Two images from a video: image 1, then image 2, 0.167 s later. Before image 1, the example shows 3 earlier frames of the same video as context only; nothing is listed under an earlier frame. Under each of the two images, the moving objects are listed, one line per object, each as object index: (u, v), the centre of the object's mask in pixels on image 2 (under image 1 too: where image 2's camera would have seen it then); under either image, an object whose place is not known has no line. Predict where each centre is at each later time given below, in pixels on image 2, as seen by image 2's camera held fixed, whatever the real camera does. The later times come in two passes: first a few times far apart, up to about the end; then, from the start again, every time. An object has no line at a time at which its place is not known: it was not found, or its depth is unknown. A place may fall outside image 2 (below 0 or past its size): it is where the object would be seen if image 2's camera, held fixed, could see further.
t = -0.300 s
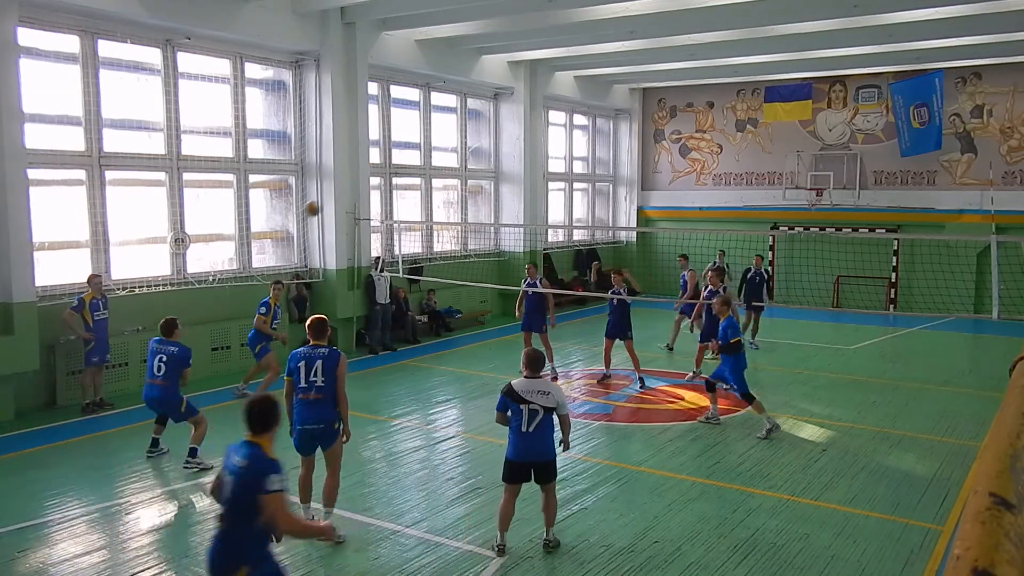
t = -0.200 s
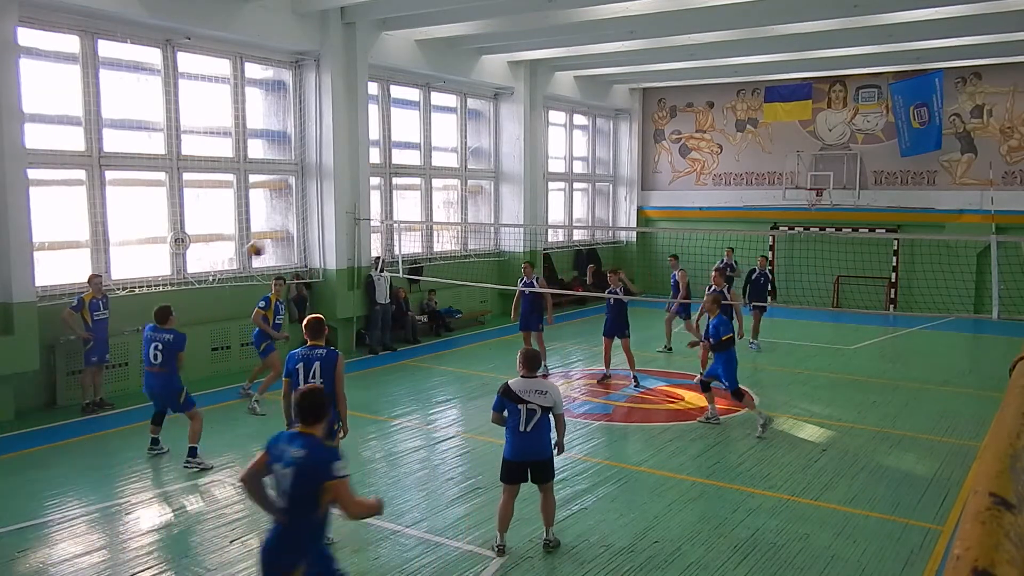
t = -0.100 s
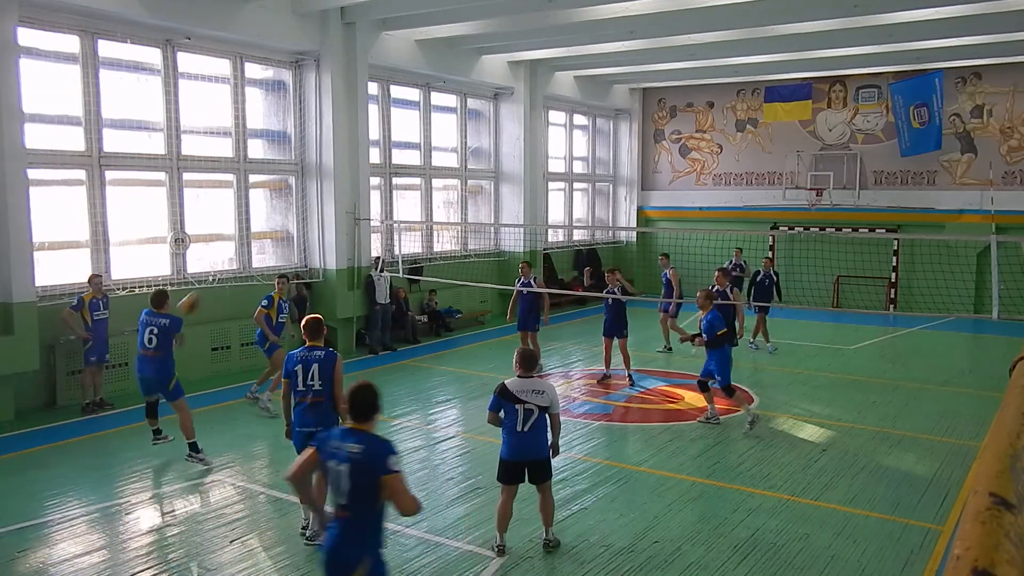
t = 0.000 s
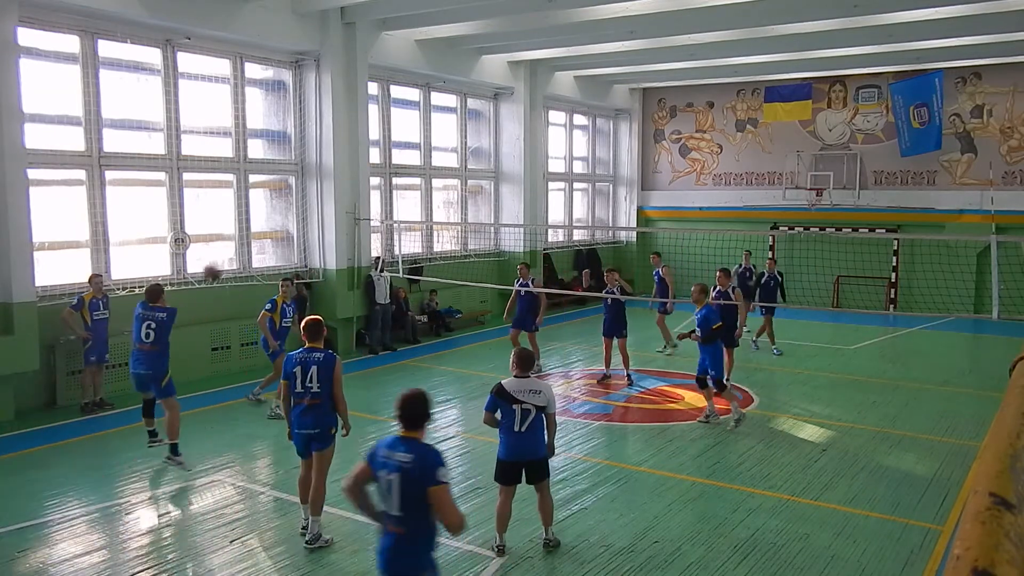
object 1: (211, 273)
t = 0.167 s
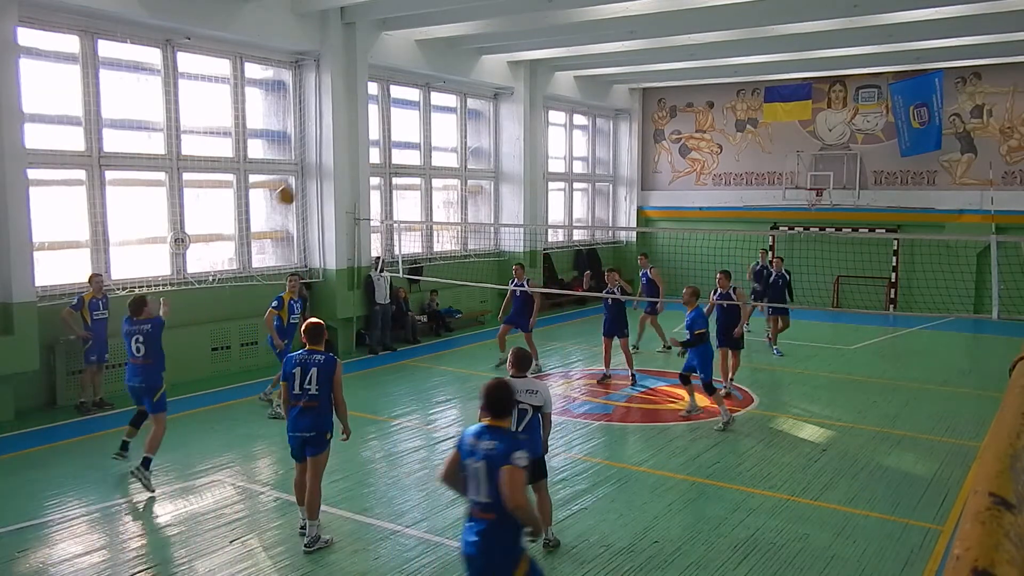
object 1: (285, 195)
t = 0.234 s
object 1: (314, 172)
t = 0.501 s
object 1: (425, 124)
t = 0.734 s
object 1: (513, 132)
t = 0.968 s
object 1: (592, 183)
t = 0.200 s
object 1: (300, 183)
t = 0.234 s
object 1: (314, 172)
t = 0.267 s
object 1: (330, 163)
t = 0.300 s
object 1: (344, 154)
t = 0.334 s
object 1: (357, 147)
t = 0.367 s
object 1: (370, 141)
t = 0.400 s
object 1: (385, 135)
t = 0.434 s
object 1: (398, 130)
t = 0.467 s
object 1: (412, 127)
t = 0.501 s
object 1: (425, 124)
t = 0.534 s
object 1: (438, 122)
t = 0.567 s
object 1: (451, 121)
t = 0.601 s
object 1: (464, 122)
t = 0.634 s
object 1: (476, 123)
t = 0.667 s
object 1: (489, 125)
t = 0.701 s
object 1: (501, 128)
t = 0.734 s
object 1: (513, 132)
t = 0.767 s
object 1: (526, 137)
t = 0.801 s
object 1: (536, 143)
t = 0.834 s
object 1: (547, 148)
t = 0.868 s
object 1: (560, 156)
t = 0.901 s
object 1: (571, 164)
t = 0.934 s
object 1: (583, 173)
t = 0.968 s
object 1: (592, 183)
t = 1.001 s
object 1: (603, 192)
